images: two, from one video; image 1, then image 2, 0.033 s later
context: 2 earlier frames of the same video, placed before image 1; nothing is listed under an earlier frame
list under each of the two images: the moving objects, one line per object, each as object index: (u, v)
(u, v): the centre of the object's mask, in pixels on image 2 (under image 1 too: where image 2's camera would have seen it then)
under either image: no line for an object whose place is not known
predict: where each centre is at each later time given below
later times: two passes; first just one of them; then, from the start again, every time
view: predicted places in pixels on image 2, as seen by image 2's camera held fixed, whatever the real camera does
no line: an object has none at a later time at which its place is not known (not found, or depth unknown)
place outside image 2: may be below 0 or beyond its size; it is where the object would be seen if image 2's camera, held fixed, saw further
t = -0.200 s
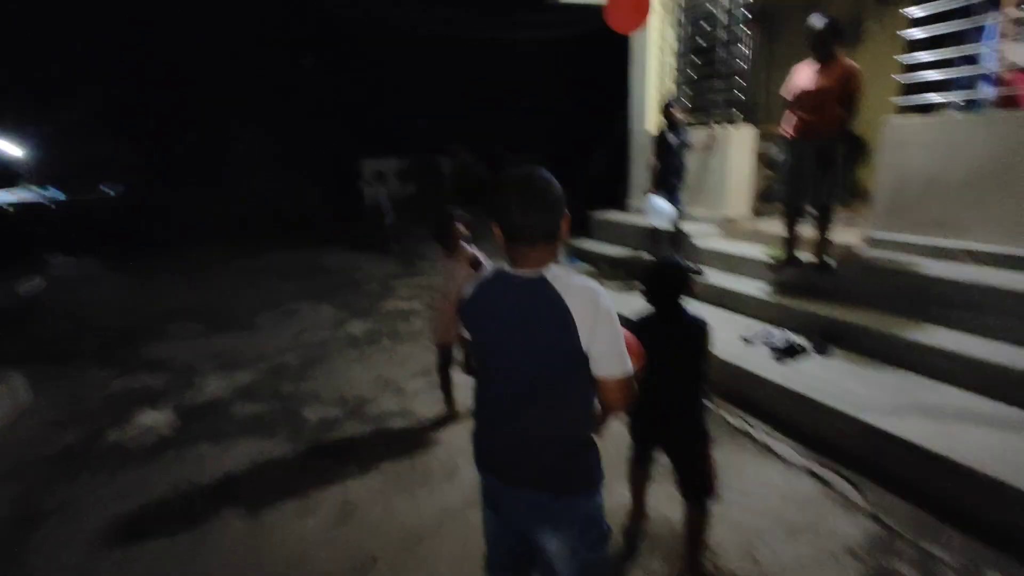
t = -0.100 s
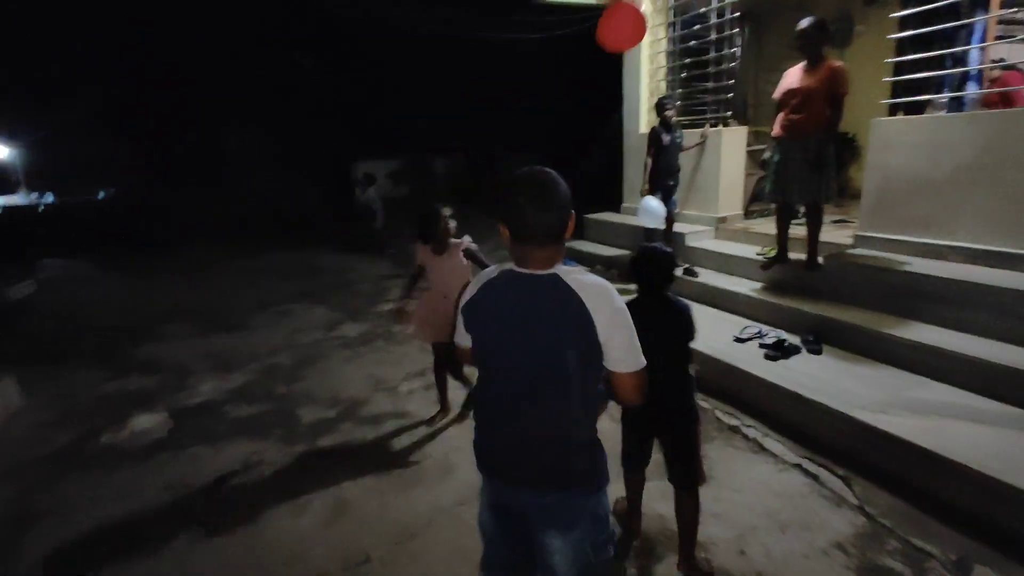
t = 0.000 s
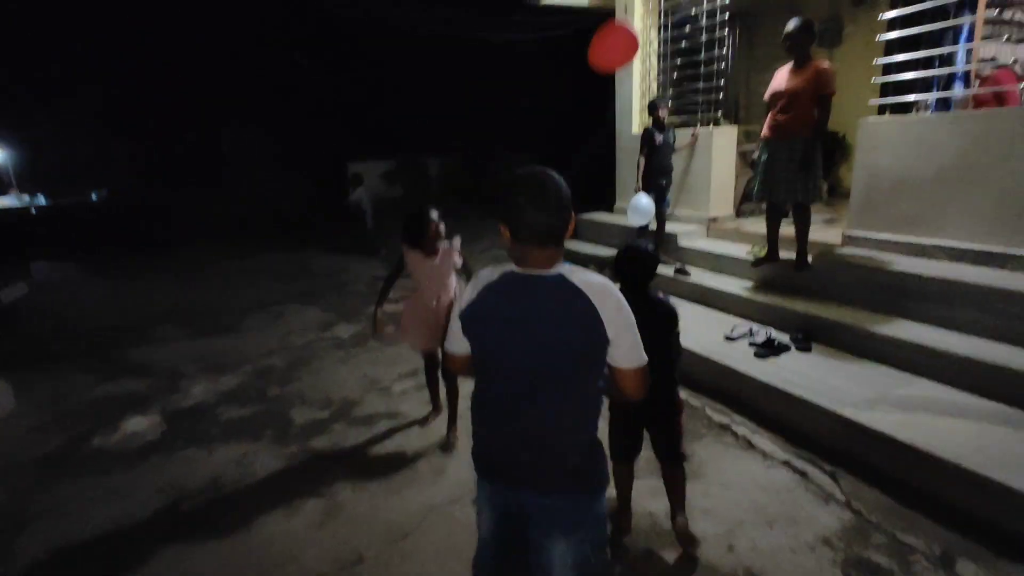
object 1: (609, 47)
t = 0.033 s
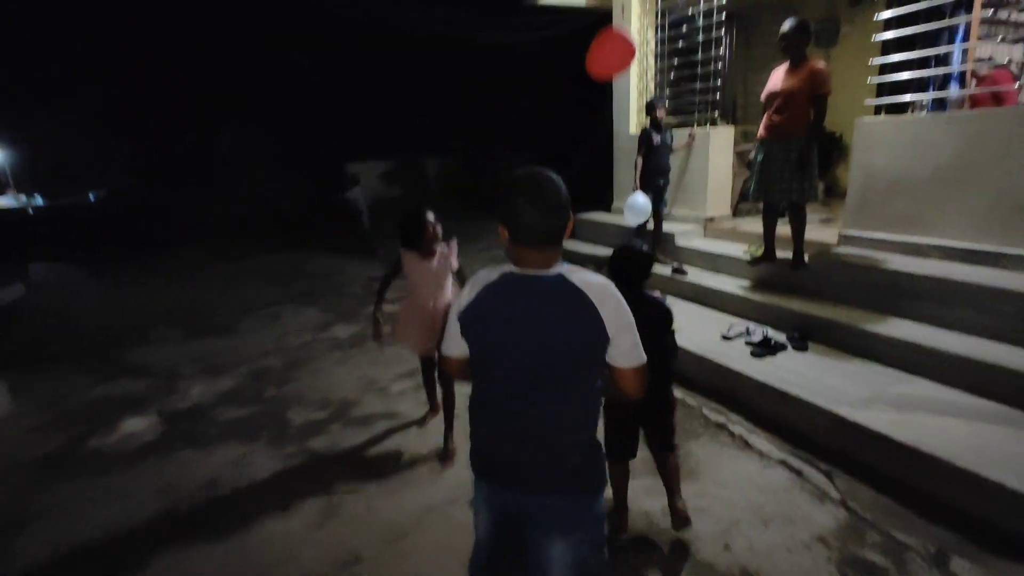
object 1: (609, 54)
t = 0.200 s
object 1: (606, 89)
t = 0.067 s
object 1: (609, 61)
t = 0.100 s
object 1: (609, 67)
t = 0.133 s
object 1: (609, 75)
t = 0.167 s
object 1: (608, 82)
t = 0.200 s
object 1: (606, 89)
